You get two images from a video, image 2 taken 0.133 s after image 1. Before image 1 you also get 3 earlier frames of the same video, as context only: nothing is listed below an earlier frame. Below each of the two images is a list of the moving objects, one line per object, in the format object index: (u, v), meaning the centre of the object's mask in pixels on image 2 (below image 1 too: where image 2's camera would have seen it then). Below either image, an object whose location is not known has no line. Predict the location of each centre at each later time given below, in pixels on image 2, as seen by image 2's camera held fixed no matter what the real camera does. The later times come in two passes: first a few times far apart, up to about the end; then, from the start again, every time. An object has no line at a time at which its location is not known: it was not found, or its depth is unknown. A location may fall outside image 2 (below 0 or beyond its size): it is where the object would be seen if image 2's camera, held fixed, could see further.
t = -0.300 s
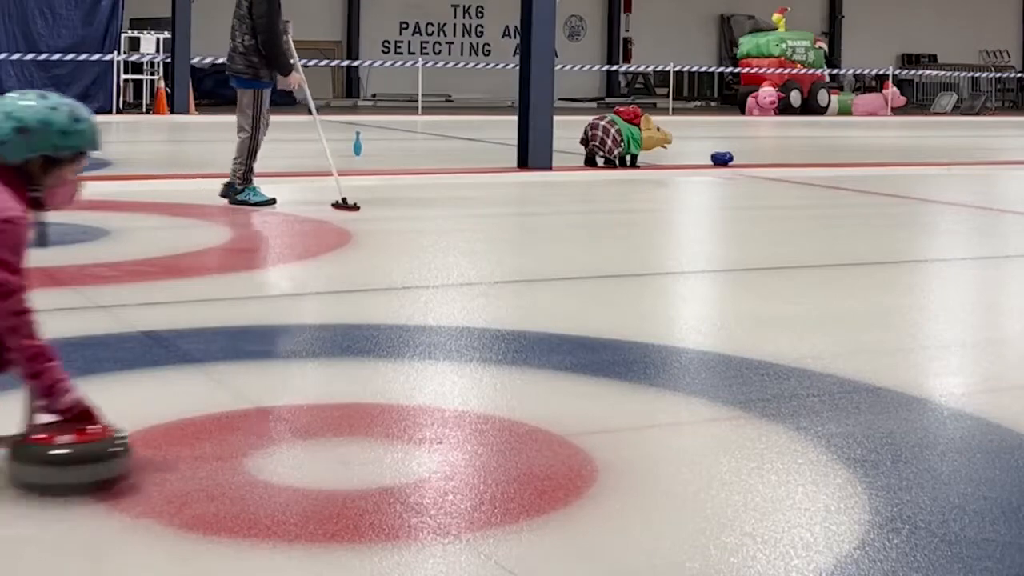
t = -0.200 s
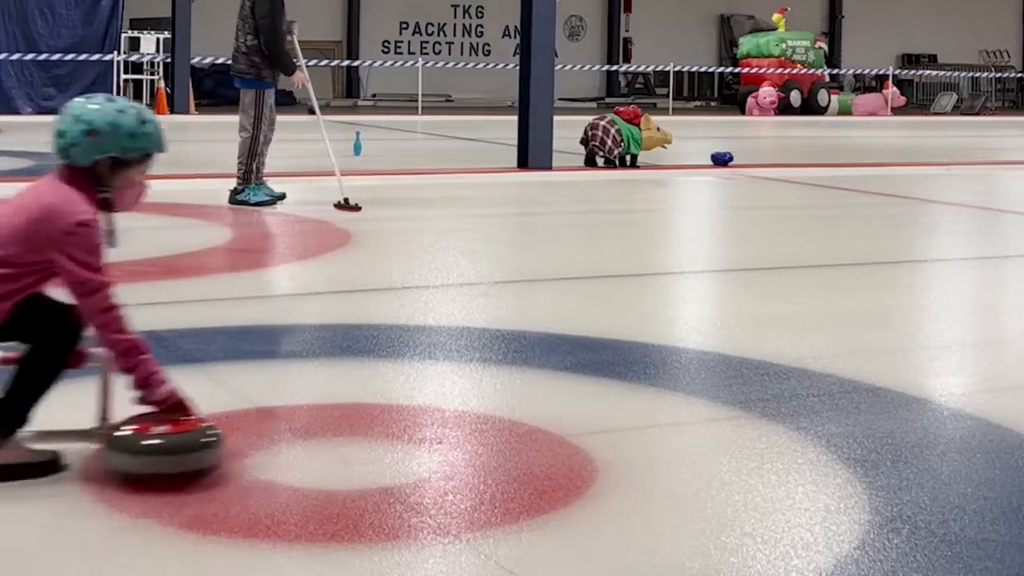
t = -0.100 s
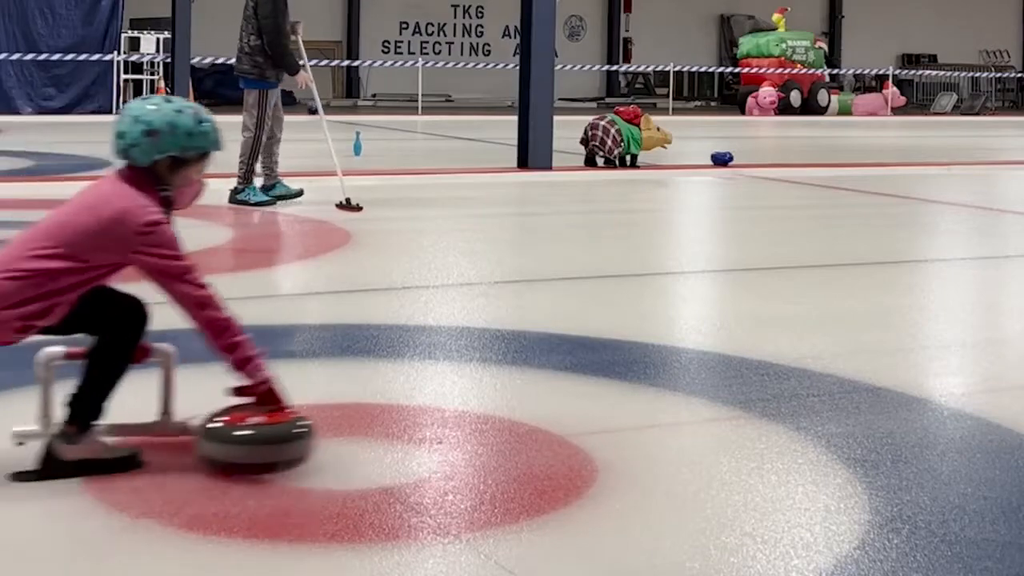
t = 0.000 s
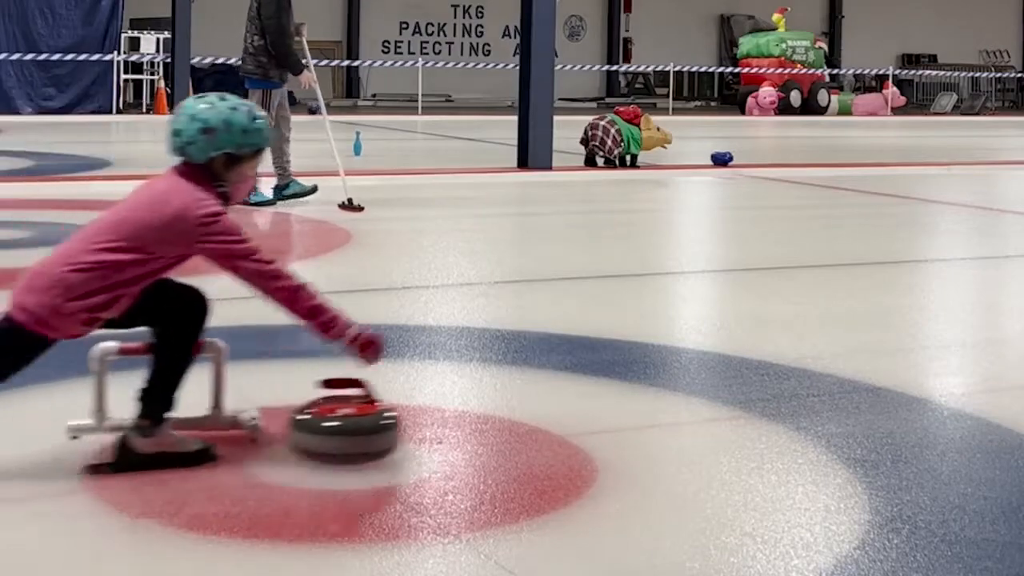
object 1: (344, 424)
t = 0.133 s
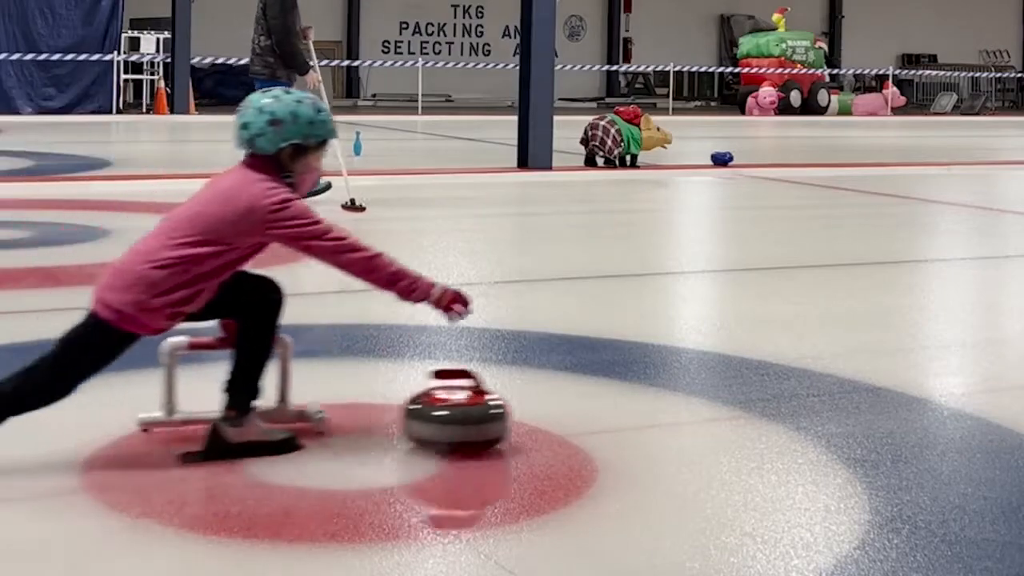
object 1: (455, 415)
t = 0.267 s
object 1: (557, 405)
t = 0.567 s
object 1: (767, 388)
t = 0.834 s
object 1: (928, 375)
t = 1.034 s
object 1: (1010, 363)
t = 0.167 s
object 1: (482, 413)
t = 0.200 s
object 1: (507, 411)
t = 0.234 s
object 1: (532, 408)
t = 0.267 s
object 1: (557, 405)
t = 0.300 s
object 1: (582, 402)
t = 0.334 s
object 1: (607, 400)
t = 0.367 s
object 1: (631, 398)
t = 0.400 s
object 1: (654, 396)
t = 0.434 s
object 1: (677, 394)
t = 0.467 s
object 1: (700, 393)
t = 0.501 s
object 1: (723, 390)
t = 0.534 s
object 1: (745, 389)
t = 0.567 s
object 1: (767, 388)
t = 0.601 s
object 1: (788, 387)
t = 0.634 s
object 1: (808, 386)
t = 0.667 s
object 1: (829, 384)
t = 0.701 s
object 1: (850, 382)
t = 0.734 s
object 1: (870, 380)
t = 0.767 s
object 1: (889, 378)
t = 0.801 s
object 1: (908, 377)
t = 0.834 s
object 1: (928, 375)
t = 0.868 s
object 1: (948, 372)
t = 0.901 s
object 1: (966, 370)
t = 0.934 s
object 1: (982, 368)
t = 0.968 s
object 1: (994, 365)
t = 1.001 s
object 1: (1002, 364)
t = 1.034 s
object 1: (1010, 363)
